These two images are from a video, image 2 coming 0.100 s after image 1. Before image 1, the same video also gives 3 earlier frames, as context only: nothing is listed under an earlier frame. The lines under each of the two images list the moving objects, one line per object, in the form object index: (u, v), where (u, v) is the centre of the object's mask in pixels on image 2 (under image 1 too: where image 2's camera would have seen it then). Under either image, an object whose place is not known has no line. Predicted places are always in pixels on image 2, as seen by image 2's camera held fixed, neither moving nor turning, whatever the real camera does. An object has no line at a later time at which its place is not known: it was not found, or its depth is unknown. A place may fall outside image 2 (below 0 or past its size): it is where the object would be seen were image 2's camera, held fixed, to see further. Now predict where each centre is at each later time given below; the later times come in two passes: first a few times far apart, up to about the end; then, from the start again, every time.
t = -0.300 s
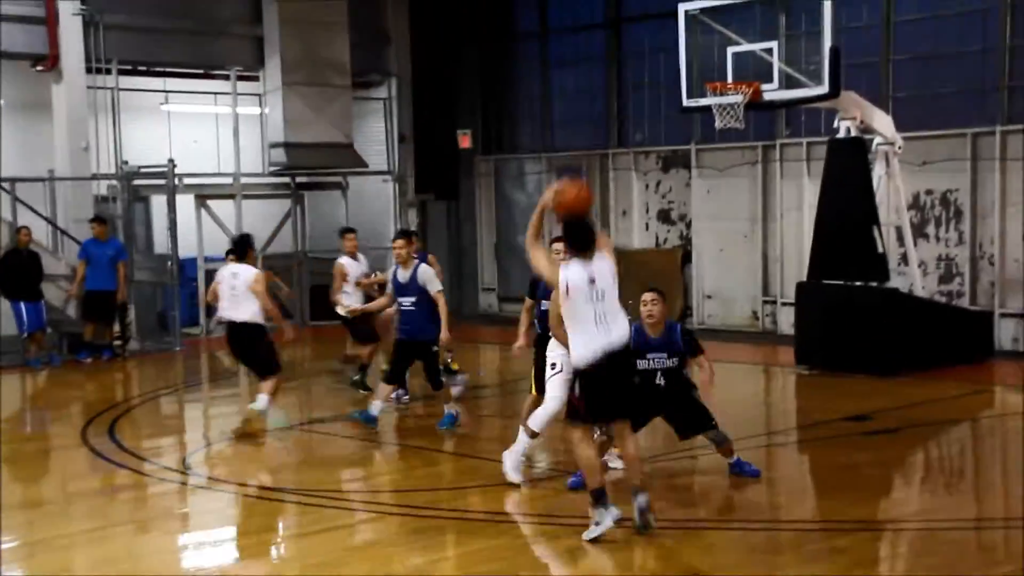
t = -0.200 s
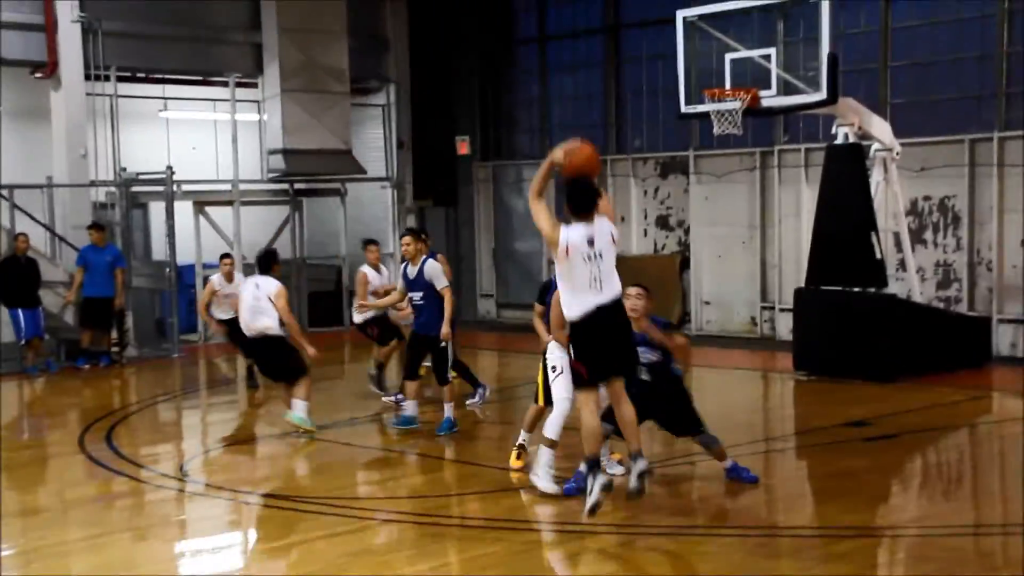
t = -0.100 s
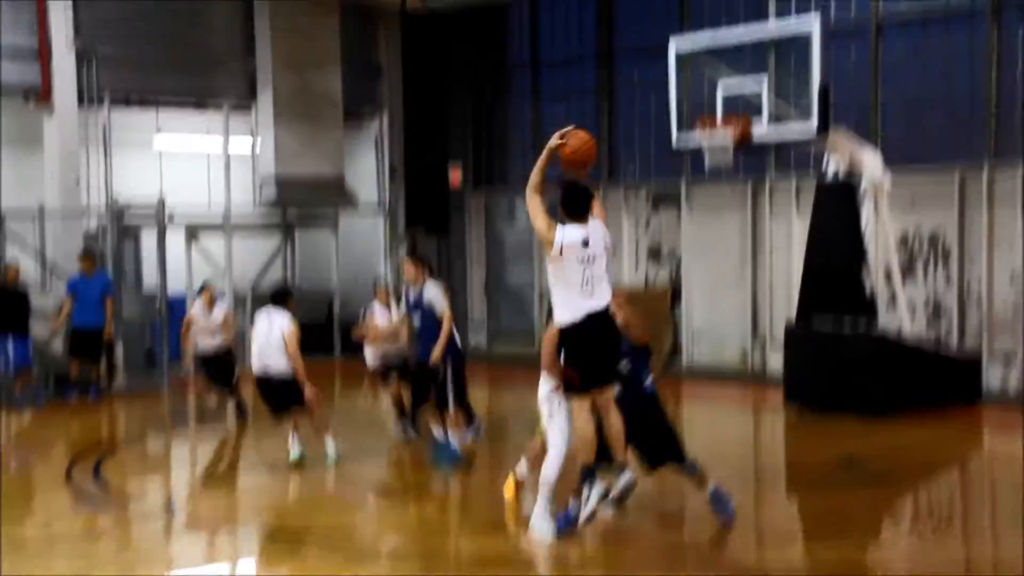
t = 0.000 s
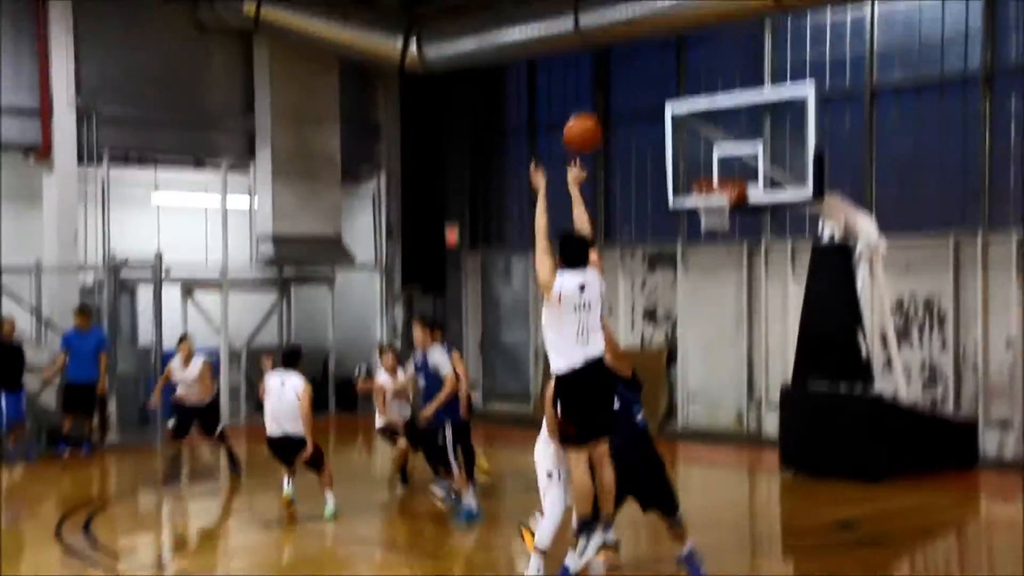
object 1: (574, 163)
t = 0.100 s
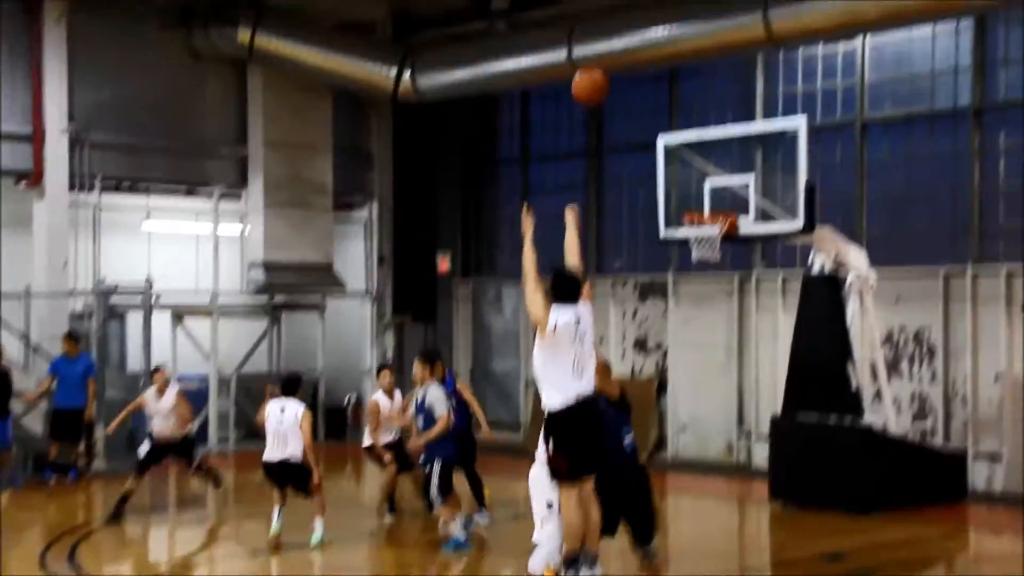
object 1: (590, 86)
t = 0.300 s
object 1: (618, -8)
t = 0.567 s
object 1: (646, -31)
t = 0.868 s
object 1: (671, 38)
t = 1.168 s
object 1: (690, 184)
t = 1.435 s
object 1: (718, 261)
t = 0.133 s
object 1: (593, 67)
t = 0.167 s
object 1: (599, 47)
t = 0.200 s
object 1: (604, 30)
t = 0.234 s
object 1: (608, 17)
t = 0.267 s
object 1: (613, 4)
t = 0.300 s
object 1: (618, -8)
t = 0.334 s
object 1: (621, -16)
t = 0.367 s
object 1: (625, -22)
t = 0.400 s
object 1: (630, -27)
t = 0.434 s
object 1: (633, -30)
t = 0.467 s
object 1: (636, -33)
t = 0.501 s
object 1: (640, -34)
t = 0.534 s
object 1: (643, -33)
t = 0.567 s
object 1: (646, -31)
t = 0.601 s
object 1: (649, -28)
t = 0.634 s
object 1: (651, -24)
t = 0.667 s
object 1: (654, -19)
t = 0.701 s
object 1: (658, -12)
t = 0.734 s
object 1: (661, -3)
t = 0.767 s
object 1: (663, 5)
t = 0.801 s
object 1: (665, 15)
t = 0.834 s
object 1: (668, 26)
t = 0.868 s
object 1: (671, 38)
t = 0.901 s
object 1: (673, 52)
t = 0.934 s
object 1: (675, 65)
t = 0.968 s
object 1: (678, 80)
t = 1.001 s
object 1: (680, 96)
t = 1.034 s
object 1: (682, 112)
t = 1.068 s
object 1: (683, 126)
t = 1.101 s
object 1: (686, 150)
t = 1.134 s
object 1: (687, 166)
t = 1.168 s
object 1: (690, 184)
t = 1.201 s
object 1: (691, 202)
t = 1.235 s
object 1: (696, 216)
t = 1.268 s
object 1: (709, 223)
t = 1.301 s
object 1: (719, 233)
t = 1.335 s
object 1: (719, 238)
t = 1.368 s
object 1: (720, 244)
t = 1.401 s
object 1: (719, 252)
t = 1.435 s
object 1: (718, 261)
